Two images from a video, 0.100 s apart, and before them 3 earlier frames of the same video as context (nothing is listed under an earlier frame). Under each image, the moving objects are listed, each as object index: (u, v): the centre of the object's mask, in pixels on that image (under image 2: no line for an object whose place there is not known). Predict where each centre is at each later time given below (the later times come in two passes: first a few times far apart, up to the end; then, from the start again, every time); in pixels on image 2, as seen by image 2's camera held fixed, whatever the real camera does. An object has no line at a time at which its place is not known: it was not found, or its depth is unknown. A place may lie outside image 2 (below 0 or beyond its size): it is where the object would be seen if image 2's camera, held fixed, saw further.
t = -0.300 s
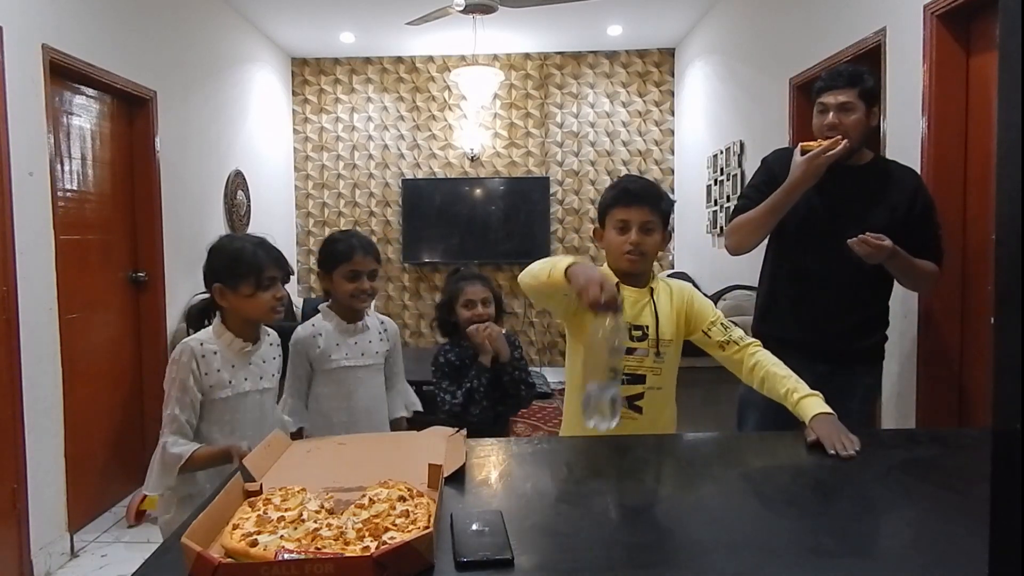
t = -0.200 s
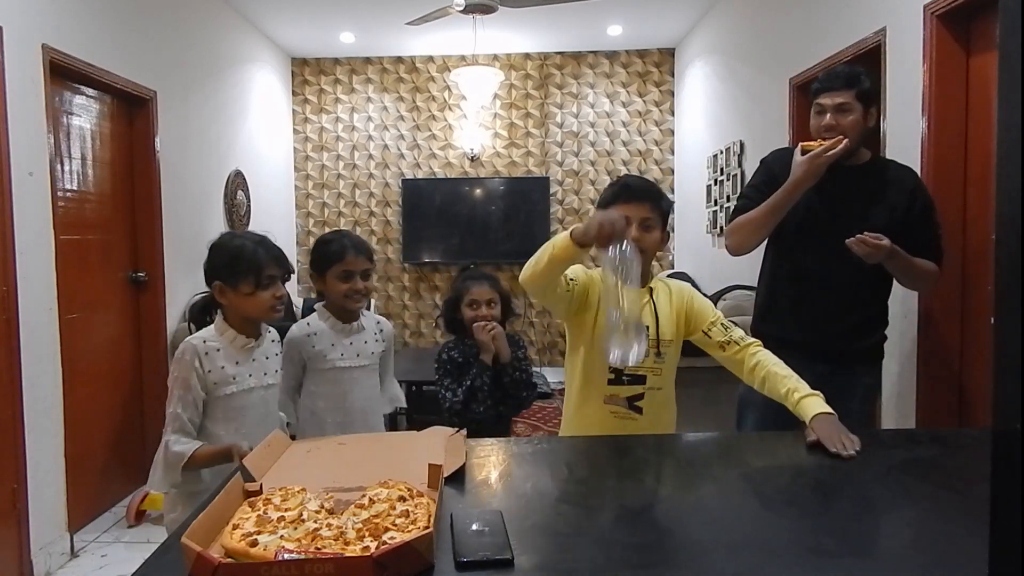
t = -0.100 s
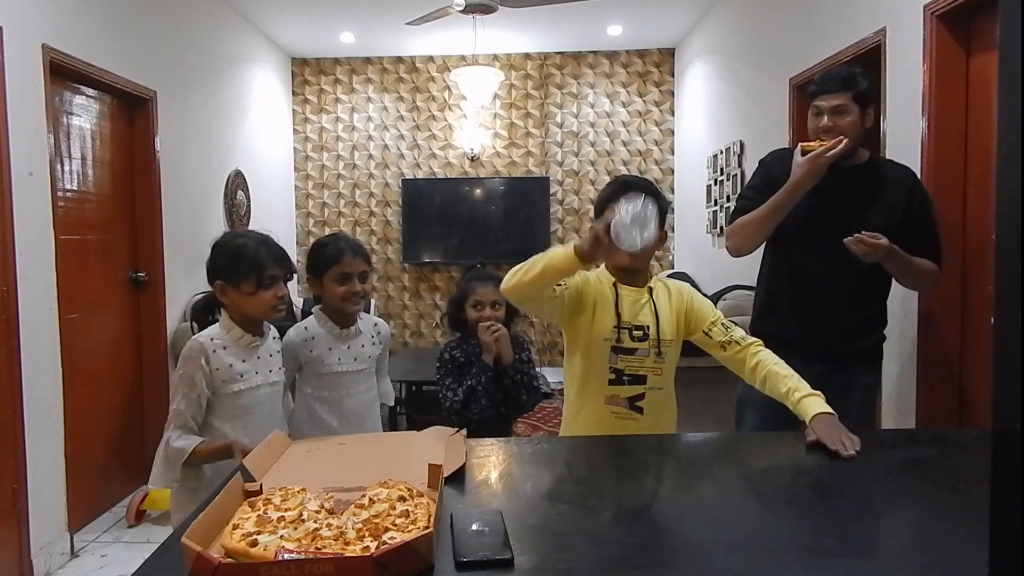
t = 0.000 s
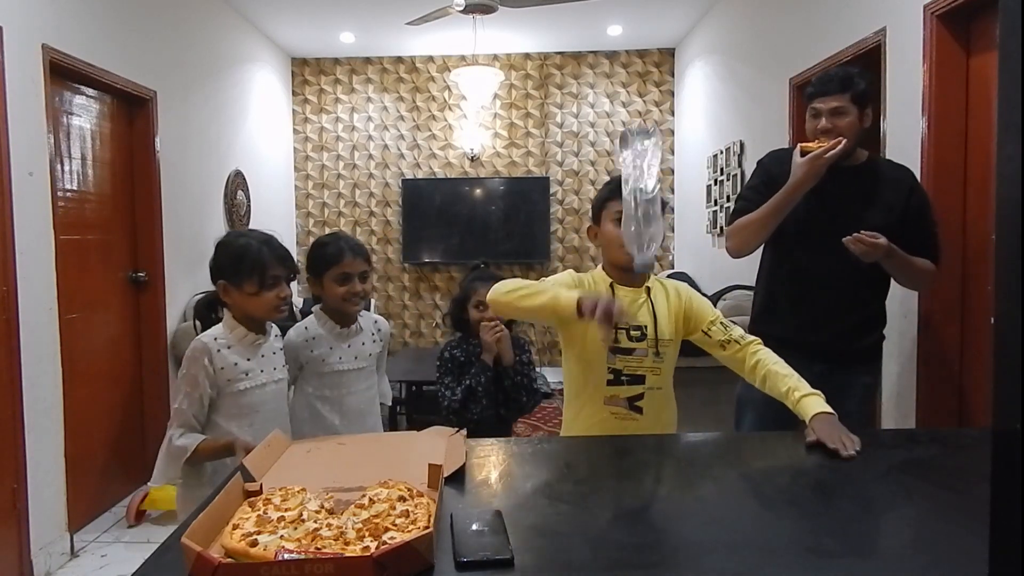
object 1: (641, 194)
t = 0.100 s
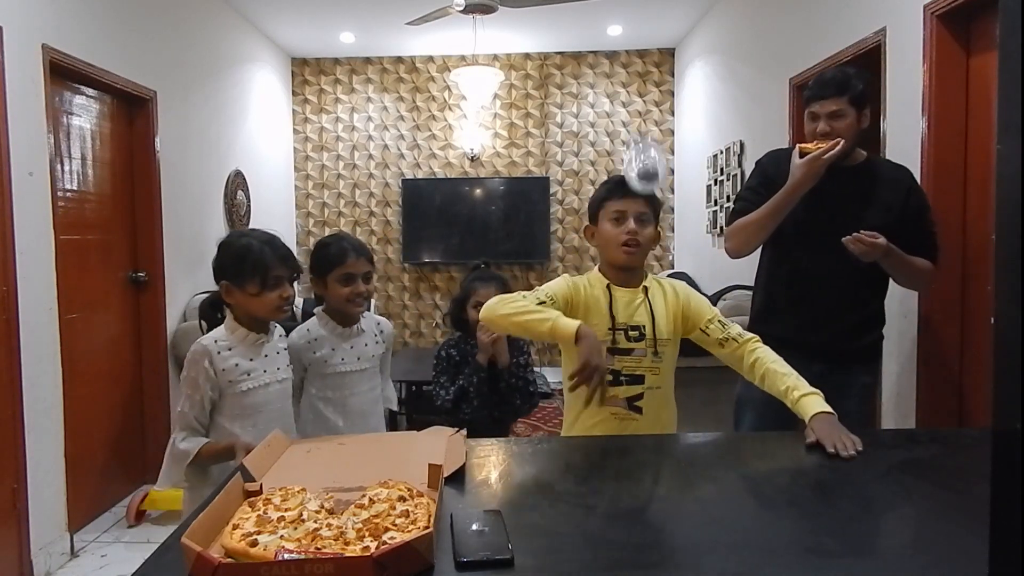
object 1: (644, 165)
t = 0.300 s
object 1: (651, 330)
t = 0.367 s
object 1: (653, 403)
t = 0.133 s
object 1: (645, 172)
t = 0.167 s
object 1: (646, 186)
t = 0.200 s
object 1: (646, 209)
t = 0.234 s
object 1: (648, 239)
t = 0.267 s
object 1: (649, 280)
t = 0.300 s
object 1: (651, 330)
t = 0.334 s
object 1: (653, 390)
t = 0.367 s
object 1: (653, 403)
